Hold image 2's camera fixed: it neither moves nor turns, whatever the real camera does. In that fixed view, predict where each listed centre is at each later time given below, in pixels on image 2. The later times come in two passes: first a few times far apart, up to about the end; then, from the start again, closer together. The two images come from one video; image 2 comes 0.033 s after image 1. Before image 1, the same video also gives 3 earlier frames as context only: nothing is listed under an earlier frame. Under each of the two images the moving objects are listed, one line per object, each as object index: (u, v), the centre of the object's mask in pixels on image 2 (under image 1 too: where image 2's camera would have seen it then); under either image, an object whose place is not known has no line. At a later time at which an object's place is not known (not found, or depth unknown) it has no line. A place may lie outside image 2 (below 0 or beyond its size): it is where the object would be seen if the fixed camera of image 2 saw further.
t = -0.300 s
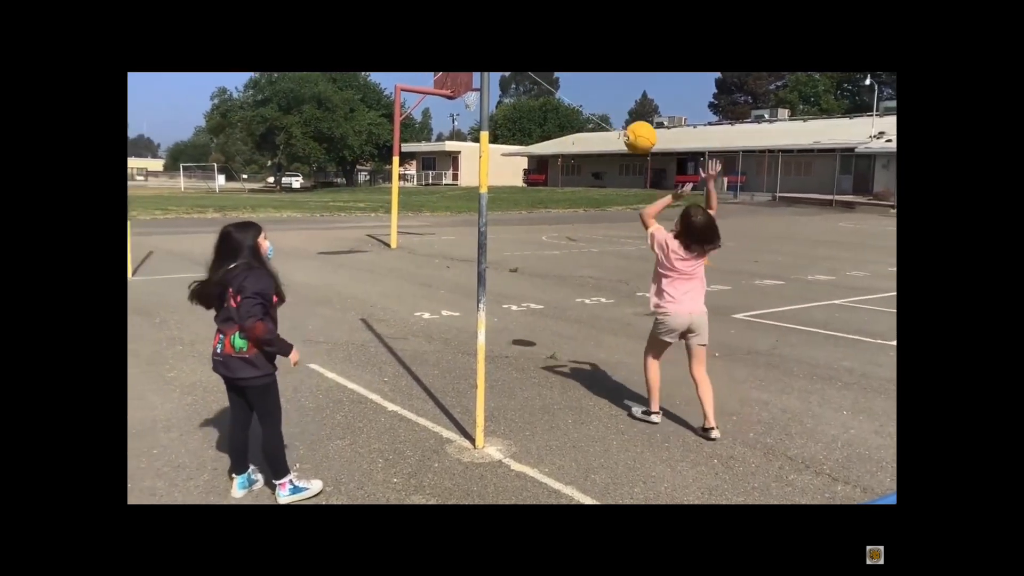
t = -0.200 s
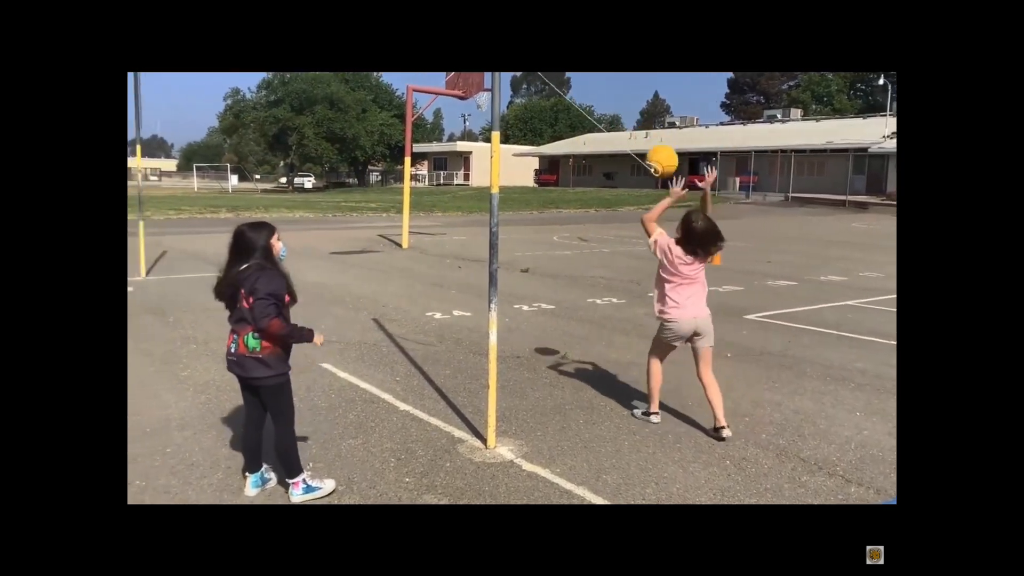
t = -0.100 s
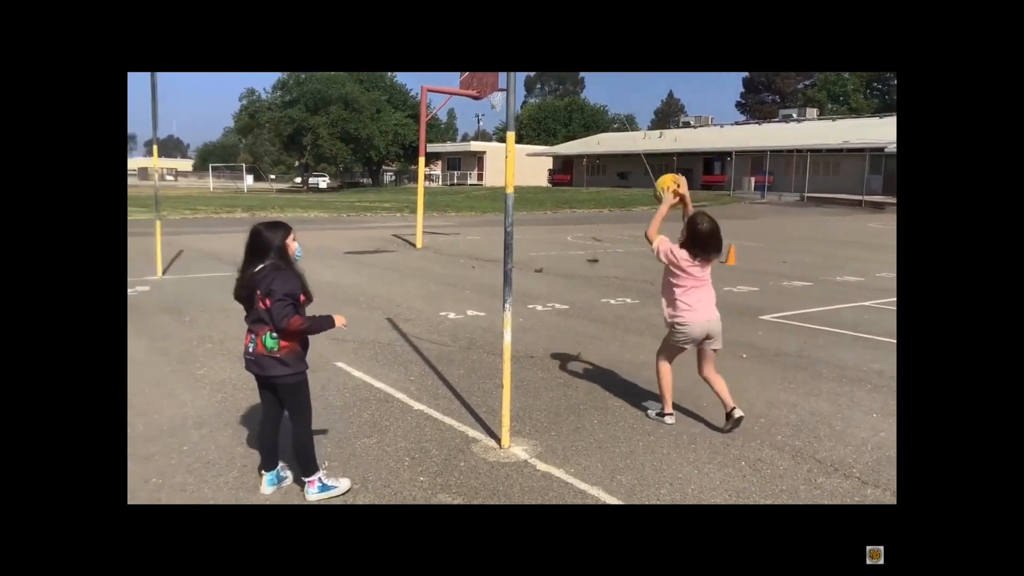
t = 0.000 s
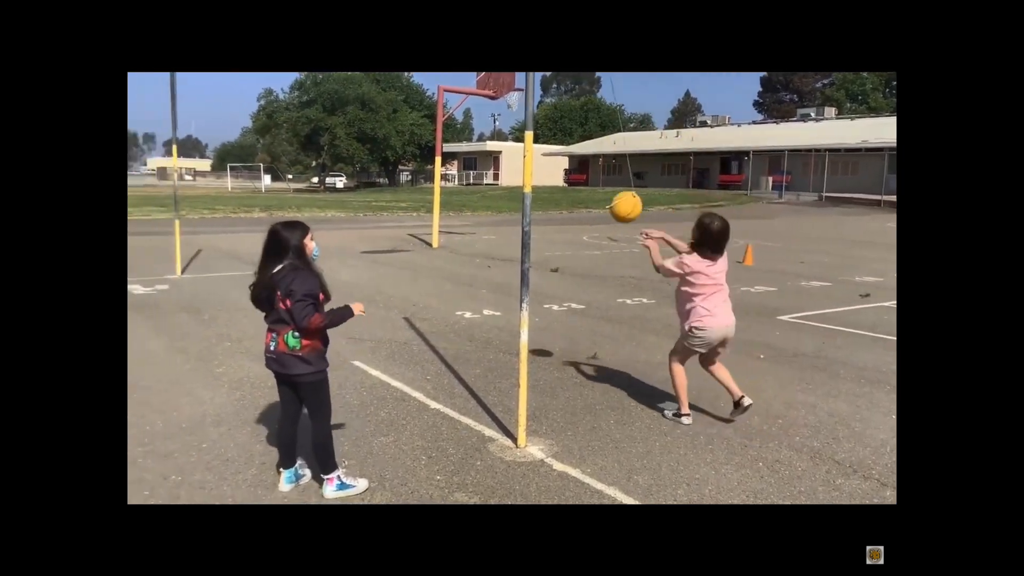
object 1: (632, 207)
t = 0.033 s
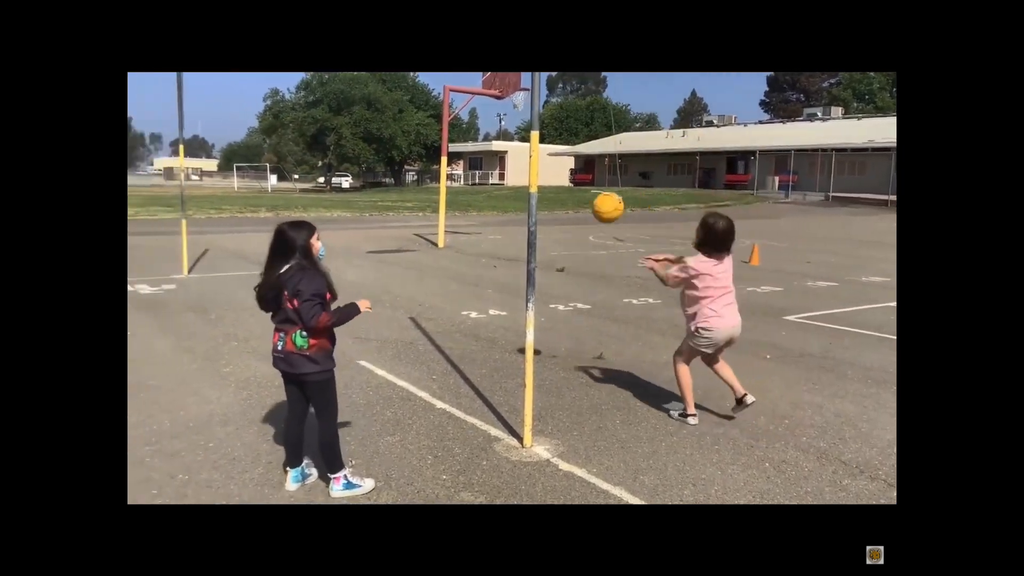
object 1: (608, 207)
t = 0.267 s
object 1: (456, 188)
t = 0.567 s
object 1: (305, 101)
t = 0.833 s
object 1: (238, 69)
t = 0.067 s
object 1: (584, 207)
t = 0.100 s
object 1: (561, 206)
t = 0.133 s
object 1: (544, 205)
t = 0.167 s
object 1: (516, 204)
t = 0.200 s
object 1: (496, 201)
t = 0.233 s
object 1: (476, 197)
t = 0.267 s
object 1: (456, 188)
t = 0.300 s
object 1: (436, 182)
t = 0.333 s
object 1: (416, 175)
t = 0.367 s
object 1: (397, 168)
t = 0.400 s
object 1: (381, 157)
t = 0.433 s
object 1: (365, 145)
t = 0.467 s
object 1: (350, 133)
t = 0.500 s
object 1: (335, 122)
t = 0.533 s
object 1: (319, 111)
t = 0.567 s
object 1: (305, 101)
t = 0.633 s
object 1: (277, 83)
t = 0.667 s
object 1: (265, 79)
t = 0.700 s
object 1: (255, 75)
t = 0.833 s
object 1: (238, 69)
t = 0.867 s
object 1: (238, 70)
